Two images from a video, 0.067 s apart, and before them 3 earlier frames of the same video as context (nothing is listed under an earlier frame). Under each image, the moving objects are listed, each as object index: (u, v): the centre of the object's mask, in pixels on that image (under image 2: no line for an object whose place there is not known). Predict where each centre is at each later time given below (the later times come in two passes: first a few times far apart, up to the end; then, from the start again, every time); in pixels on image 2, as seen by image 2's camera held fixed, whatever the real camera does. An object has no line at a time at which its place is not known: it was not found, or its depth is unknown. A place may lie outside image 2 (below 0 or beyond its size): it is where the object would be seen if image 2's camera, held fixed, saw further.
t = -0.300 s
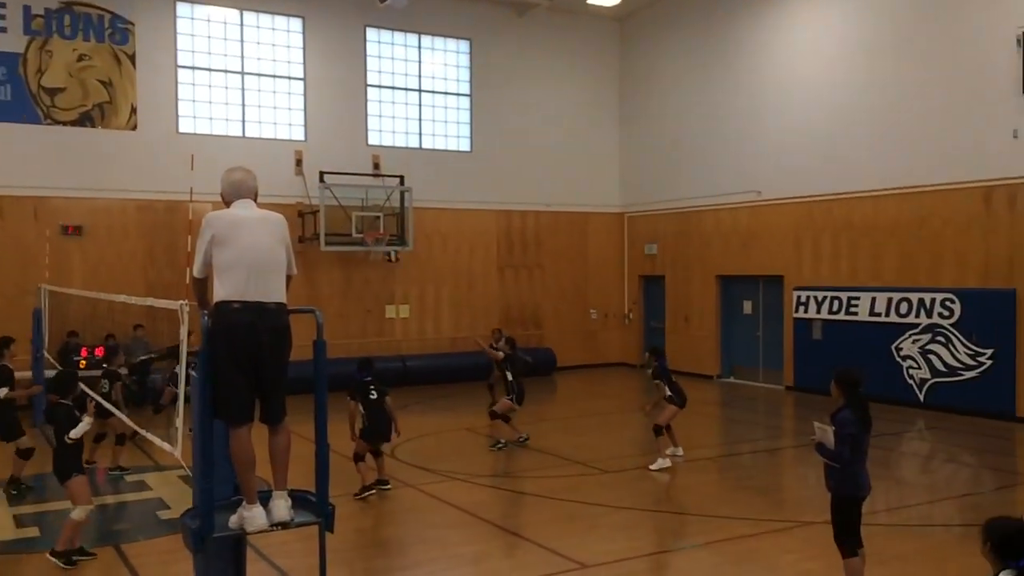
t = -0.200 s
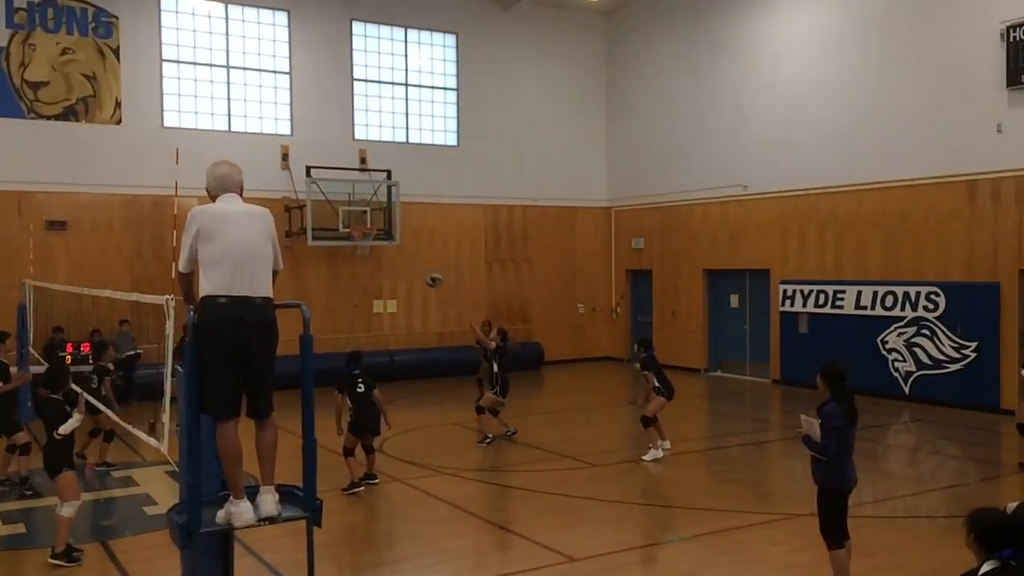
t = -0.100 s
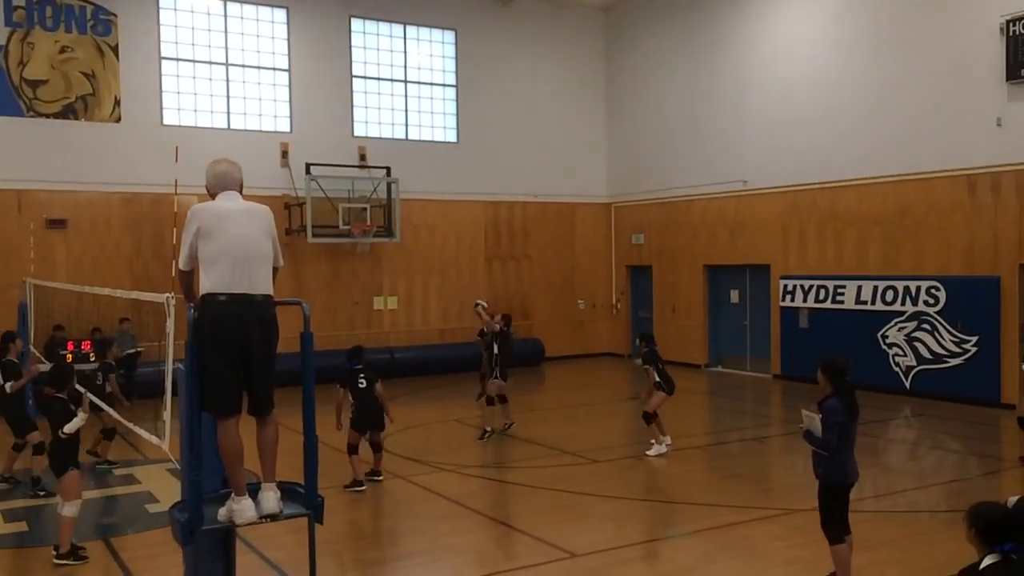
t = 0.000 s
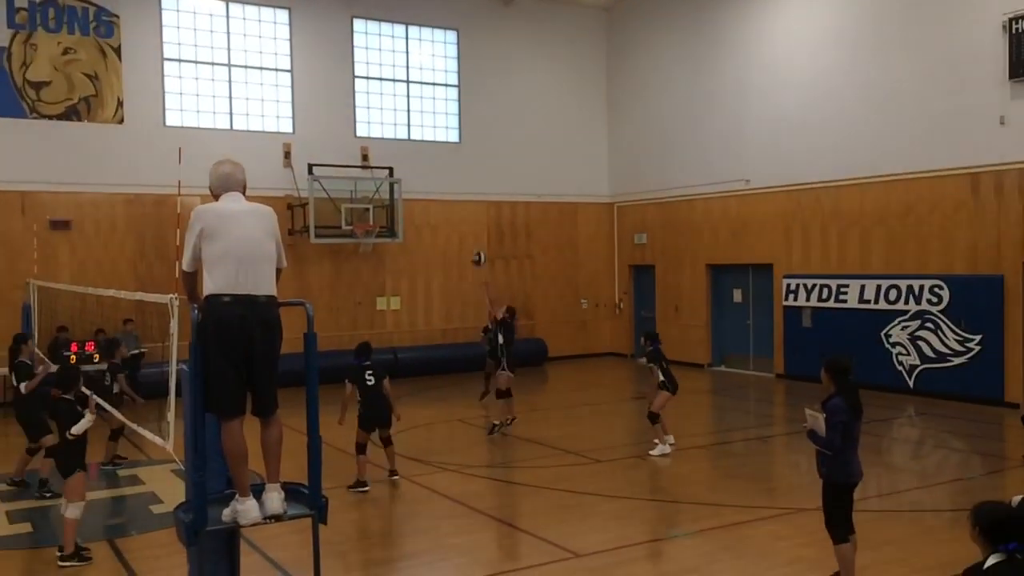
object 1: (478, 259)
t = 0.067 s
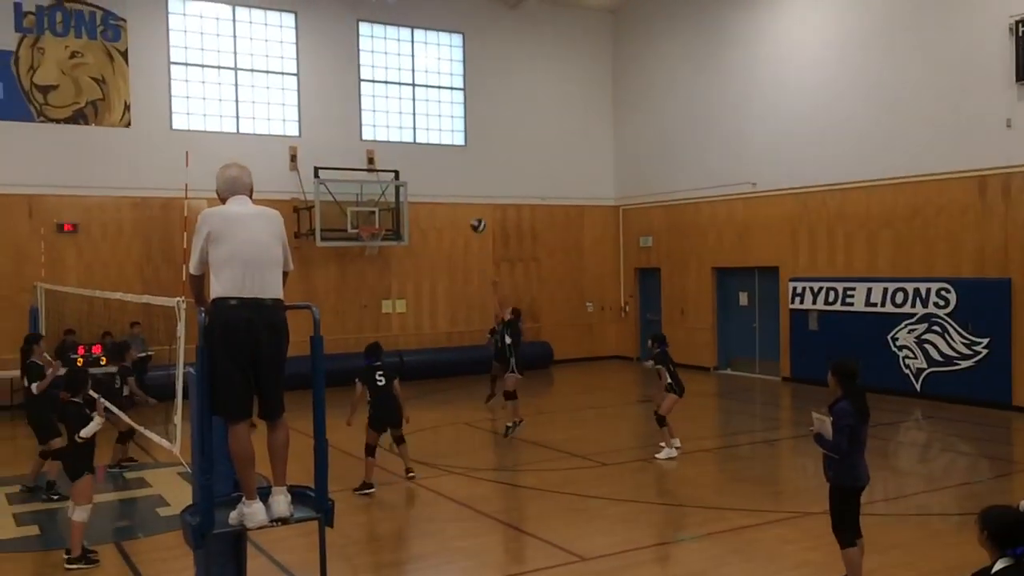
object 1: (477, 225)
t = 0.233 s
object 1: (463, 150)
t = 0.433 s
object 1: (446, 88)
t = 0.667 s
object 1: (425, 54)
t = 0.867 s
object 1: (407, 58)
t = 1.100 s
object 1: (388, 103)
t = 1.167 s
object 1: (383, 124)
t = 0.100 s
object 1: (475, 208)
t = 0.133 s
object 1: (471, 193)
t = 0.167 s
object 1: (469, 178)
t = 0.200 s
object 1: (466, 163)
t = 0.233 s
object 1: (463, 150)
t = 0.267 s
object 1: (460, 138)
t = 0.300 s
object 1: (457, 126)
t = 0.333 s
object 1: (454, 115)
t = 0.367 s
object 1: (451, 105)
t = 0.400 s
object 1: (448, 96)
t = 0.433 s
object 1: (446, 88)
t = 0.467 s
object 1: (443, 81)
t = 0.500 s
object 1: (440, 74)
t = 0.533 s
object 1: (436, 69)
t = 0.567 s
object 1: (434, 64)
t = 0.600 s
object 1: (431, 60)
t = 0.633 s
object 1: (428, 56)
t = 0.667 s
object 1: (425, 54)
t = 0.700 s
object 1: (422, 52)
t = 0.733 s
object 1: (419, 52)
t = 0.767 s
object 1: (416, 52)
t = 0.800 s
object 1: (413, 53)
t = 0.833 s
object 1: (410, 55)
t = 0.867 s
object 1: (407, 58)
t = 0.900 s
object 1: (405, 62)
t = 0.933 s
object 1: (402, 67)
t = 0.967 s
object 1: (399, 72)
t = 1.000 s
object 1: (396, 78)
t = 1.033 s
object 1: (393, 86)
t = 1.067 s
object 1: (391, 94)
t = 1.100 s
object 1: (388, 103)
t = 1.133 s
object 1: (385, 113)
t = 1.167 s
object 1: (383, 124)
